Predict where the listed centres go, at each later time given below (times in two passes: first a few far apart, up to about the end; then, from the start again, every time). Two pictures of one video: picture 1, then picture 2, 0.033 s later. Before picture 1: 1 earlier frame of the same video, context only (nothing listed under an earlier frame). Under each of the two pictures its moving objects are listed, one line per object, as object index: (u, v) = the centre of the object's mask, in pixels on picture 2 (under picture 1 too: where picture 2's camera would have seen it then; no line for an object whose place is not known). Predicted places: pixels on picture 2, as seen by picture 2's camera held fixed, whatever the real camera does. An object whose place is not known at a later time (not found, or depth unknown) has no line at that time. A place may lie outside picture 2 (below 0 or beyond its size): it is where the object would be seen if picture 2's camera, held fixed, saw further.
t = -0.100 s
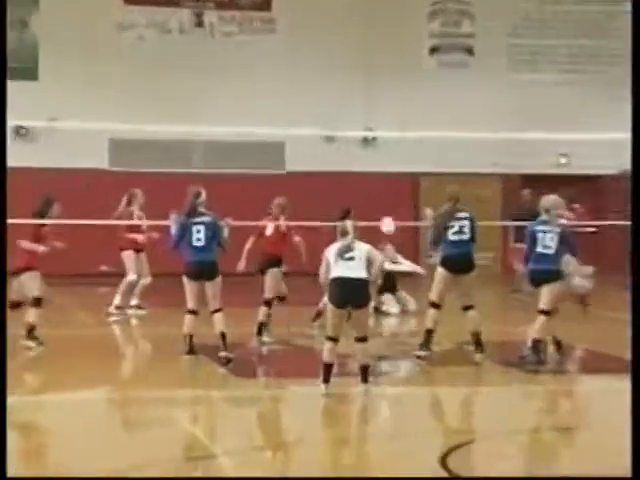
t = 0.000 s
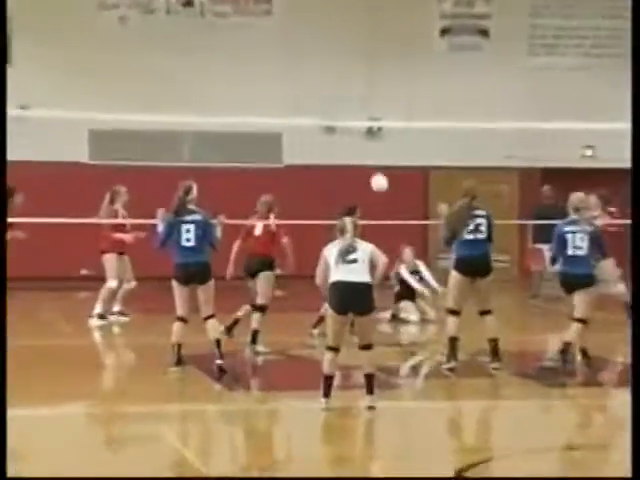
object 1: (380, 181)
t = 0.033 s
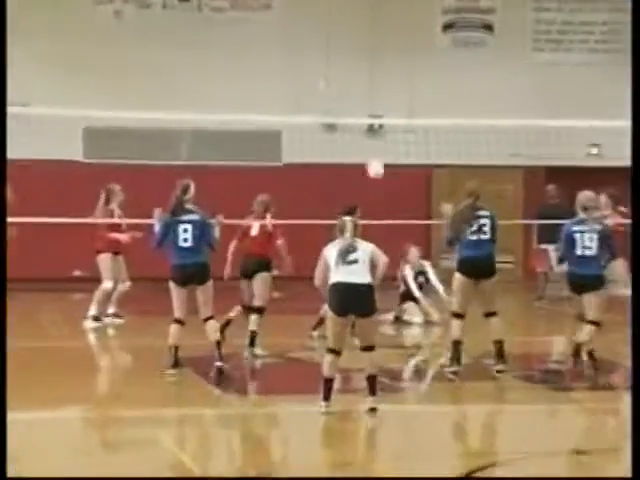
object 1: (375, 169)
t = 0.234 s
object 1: (343, 108)
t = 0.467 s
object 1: (304, 81)
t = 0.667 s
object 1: (265, 93)
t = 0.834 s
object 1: (239, 131)
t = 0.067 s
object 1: (371, 158)
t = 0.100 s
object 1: (365, 145)
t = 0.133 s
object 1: (359, 135)
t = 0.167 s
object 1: (354, 127)
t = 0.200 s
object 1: (350, 114)
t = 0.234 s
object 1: (343, 108)
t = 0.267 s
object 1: (338, 106)
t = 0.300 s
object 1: (332, 97)
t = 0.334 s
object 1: (326, 92)
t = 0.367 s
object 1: (320, 88)
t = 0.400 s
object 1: (315, 85)
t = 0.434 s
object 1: (309, 83)
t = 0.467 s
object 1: (304, 81)
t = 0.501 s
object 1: (298, 81)
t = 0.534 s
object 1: (292, 82)
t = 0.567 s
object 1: (286, 83)
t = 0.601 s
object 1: (281, 85)
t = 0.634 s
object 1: (272, 89)
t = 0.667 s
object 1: (265, 93)
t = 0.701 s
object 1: (260, 99)
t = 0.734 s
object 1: (258, 105)
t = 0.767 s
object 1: (252, 109)
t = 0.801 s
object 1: (244, 124)
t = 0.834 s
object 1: (239, 131)
